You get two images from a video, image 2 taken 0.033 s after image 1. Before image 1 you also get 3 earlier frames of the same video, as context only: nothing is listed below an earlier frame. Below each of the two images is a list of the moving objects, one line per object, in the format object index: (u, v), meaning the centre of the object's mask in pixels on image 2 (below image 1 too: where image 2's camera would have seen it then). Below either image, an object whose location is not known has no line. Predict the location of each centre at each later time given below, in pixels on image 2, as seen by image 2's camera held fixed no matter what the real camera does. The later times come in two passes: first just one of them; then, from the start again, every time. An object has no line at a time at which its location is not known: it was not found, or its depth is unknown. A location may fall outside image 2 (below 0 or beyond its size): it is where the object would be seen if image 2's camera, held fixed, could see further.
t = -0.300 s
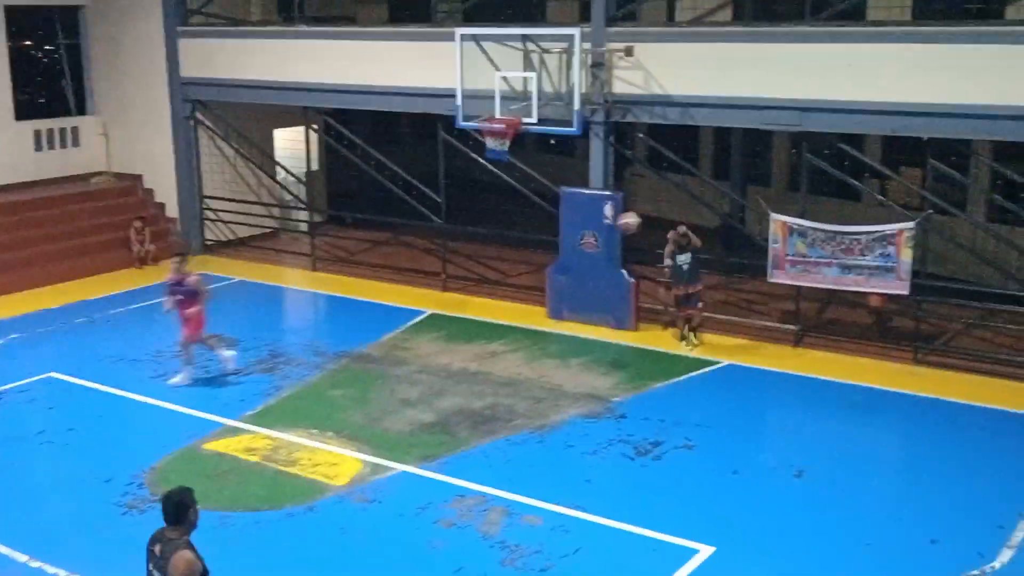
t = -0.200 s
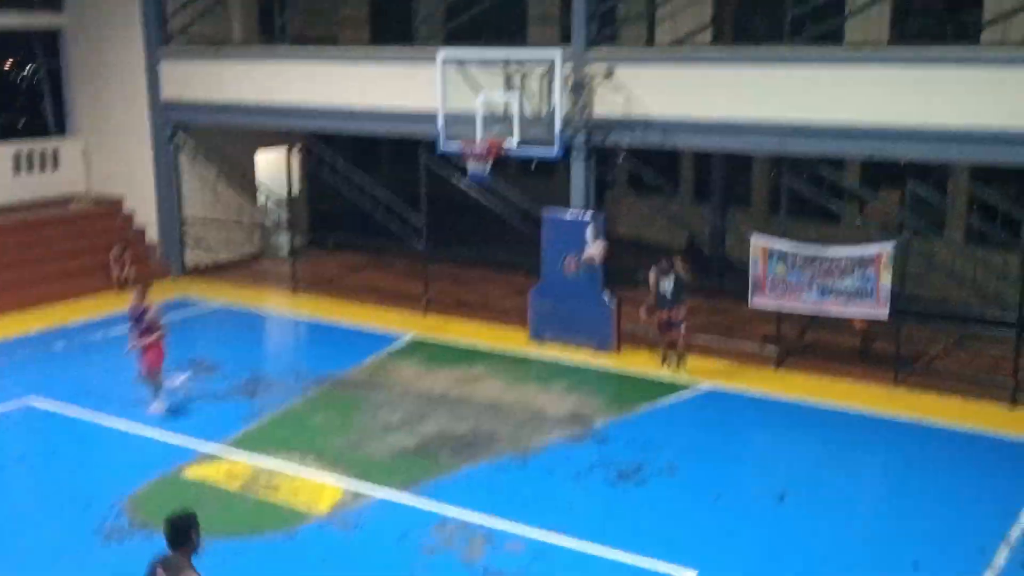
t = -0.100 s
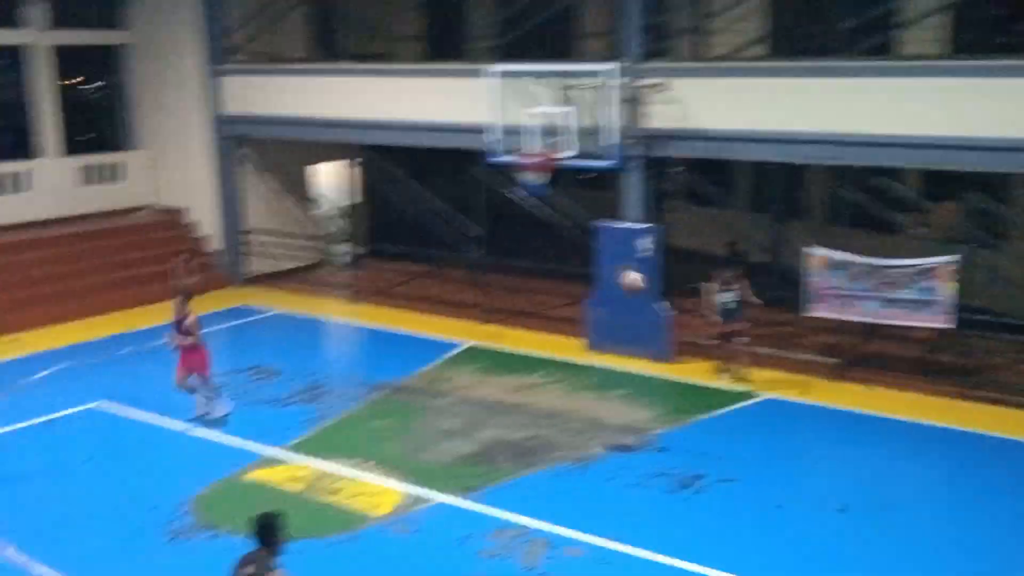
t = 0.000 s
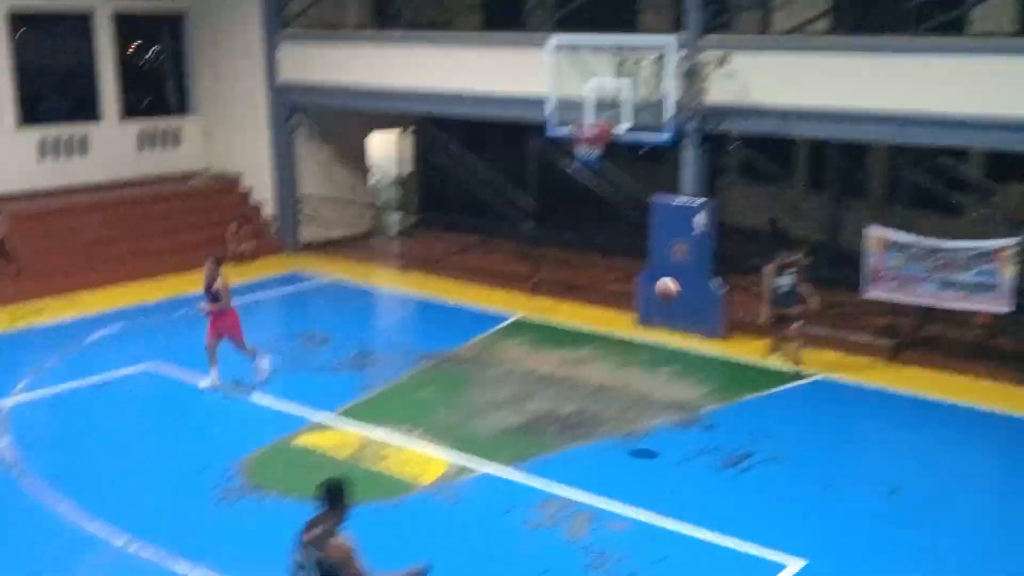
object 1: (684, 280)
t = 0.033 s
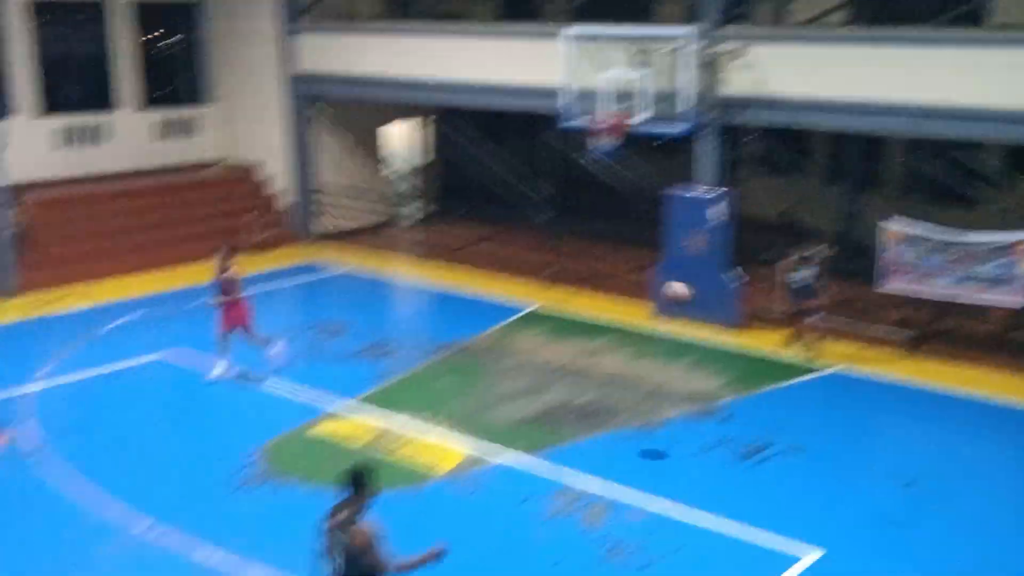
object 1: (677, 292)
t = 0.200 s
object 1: (642, 386)
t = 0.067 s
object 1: (673, 307)
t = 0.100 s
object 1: (665, 323)
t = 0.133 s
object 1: (657, 343)
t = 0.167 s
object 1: (650, 363)
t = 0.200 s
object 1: (642, 386)
